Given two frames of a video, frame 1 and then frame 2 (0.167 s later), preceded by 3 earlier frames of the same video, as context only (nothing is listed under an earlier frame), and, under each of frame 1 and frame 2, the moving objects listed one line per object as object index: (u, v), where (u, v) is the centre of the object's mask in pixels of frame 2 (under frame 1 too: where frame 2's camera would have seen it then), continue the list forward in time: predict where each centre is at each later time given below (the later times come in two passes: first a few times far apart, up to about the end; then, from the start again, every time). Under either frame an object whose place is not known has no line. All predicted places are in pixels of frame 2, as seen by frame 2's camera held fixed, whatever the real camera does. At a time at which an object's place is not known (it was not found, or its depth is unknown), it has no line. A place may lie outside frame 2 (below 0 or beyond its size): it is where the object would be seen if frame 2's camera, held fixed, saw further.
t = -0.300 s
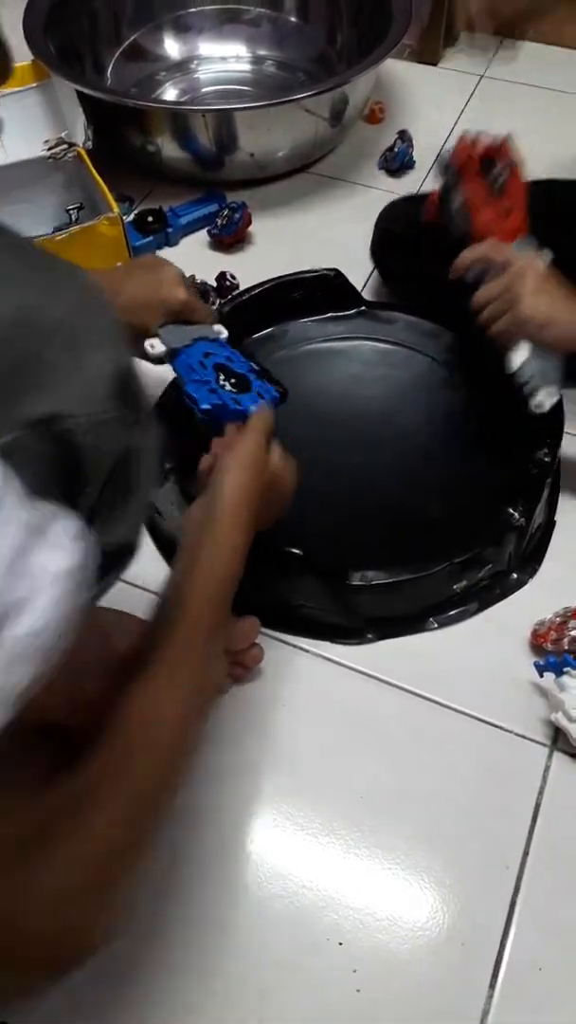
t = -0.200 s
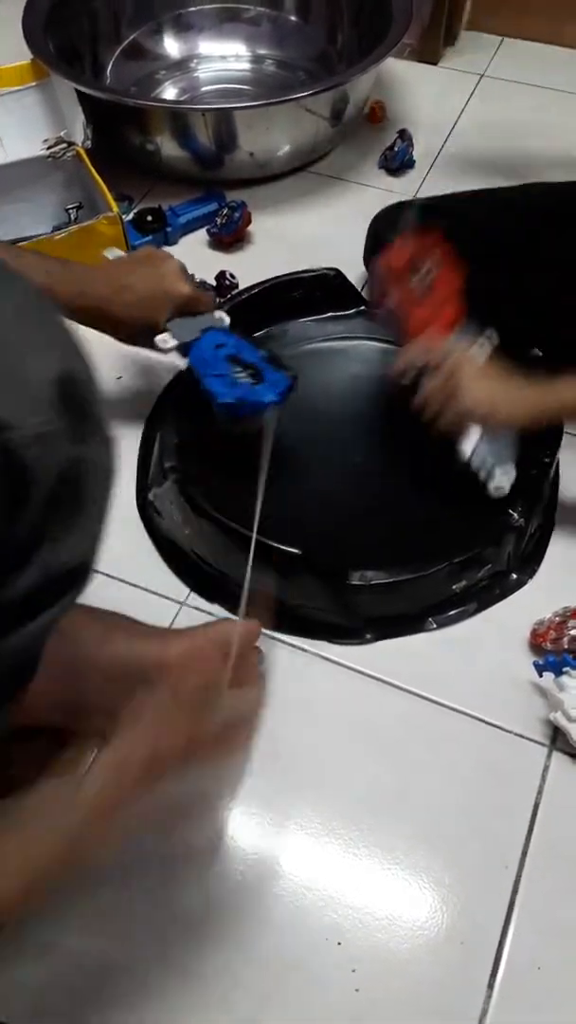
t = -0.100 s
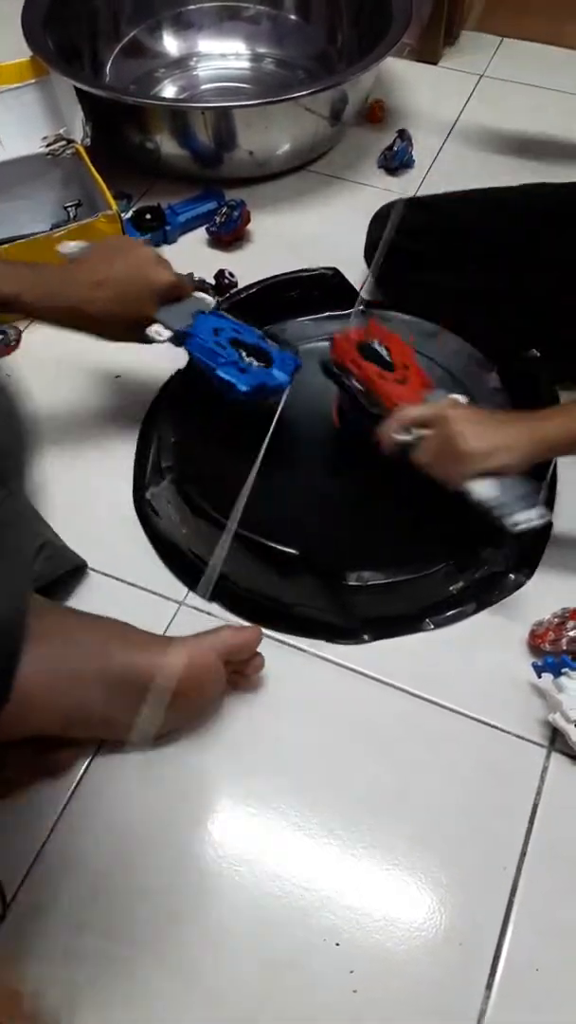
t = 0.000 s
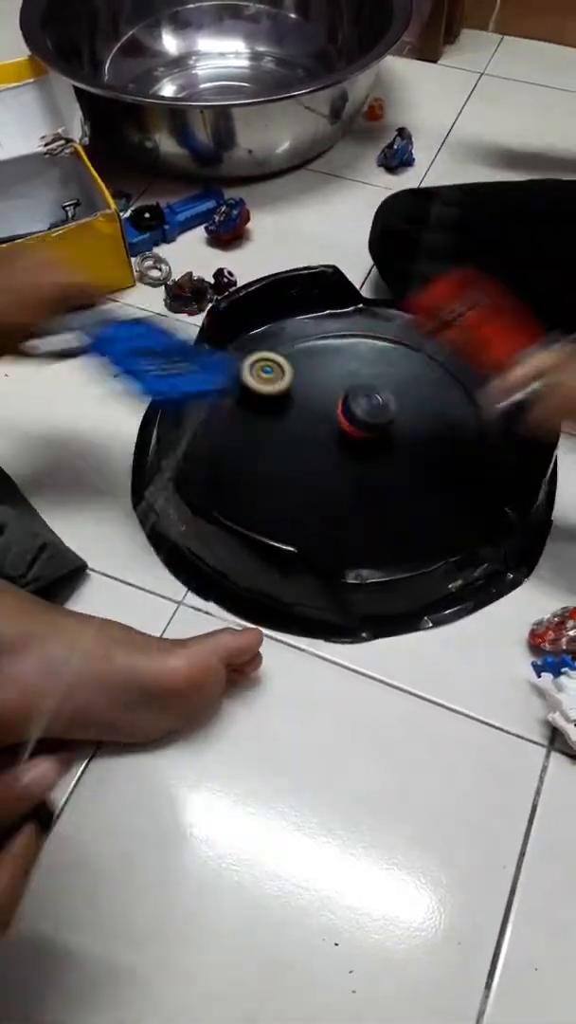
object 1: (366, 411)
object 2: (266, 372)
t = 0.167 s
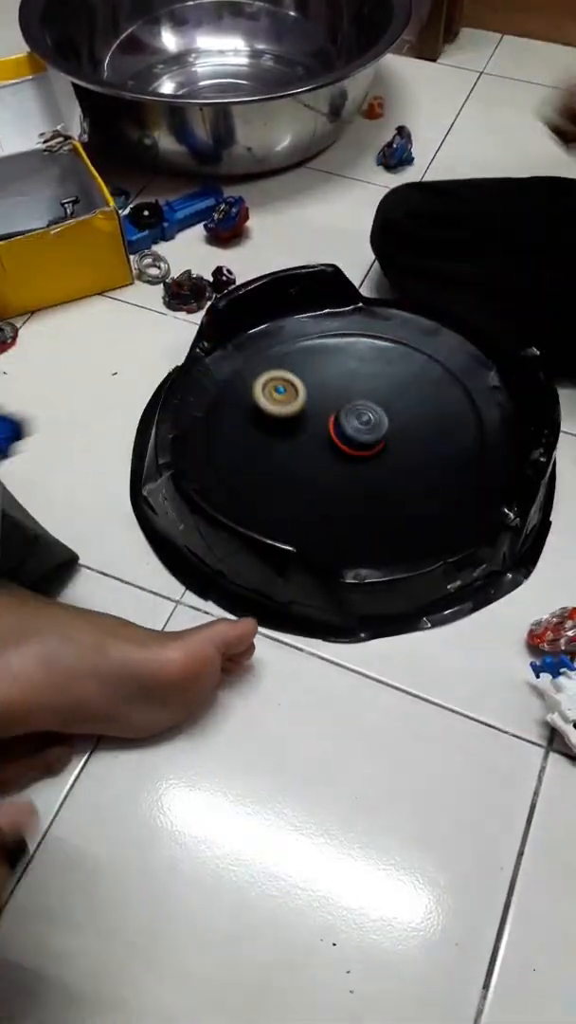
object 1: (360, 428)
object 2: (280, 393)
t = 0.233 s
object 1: (354, 426)
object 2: (288, 407)
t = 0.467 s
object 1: (387, 399)
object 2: (319, 430)
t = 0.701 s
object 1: (388, 358)
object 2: (348, 416)
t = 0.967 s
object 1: (389, 342)
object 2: (320, 409)
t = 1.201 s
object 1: (386, 353)
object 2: (340, 440)
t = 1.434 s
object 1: (372, 368)
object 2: (390, 431)
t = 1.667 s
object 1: (331, 370)
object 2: (429, 452)
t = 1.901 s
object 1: (325, 425)
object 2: (395, 409)
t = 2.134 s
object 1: (246, 489)
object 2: (326, 407)
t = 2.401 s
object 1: (300, 523)
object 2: (360, 470)
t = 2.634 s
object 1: (334, 502)
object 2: (415, 388)
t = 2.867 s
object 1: (330, 477)
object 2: (270, 360)
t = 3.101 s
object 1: (319, 456)
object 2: (233, 460)
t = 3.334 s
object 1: (306, 436)
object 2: (382, 505)
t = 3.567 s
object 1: (307, 421)
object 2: (475, 396)
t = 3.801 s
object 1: (316, 410)
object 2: (342, 327)
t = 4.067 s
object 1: (331, 405)
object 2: (217, 405)
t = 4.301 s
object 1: (344, 412)
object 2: (297, 505)
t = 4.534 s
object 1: (358, 423)
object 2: (453, 460)
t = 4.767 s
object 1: (366, 435)
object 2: (421, 352)
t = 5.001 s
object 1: (362, 446)
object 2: (278, 345)
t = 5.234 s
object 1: (348, 452)
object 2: (228, 437)
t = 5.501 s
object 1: (331, 451)
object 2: (366, 496)
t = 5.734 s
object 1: (317, 444)
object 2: (443, 405)
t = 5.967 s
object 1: (311, 437)
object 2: (332, 349)
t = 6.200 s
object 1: (314, 427)
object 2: (239, 406)
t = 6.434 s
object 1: (324, 420)
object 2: (302, 491)
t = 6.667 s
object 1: (338, 416)
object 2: (430, 448)
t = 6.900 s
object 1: (353, 416)
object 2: (375, 361)
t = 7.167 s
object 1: (359, 427)
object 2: (251, 395)
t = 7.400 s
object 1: (359, 437)
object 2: (294, 483)
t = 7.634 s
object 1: (347, 445)
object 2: (409, 456)
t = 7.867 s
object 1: (332, 452)
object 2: (376, 379)
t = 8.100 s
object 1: (324, 450)
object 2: (281, 394)
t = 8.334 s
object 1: (358, 462)
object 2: (239, 442)
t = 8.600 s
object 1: (371, 448)
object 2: (299, 472)
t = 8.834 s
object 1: (399, 428)
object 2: (334, 438)
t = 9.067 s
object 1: (393, 423)
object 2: (327, 403)
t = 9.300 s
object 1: (382, 422)
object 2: (312, 390)
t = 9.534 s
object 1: (381, 432)
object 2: (305, 401)
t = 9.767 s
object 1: (381, 442)
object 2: (297, 419)
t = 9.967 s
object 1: (407, 453)
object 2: (286, 418)
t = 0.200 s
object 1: (356, 428)
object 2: (283, 400)
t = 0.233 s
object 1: (354, 426)
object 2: (288, 407)
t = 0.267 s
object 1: (353, 422)
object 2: (294, 413)
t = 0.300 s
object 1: (357, 419)
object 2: (297, 418)
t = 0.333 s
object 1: (367, 414)
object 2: (296, 422)
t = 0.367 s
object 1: (376, 410)
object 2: (298, 425)
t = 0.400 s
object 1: (382, 407)
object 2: (303, 428)
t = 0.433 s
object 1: (385, 403)
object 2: (310, 430)
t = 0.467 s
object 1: (387, 399)
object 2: (319, 430)
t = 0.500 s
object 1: (387, 394)
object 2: (329, 429)
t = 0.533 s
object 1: (385, 390)
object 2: (339, 426)
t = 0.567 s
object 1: (383, 386)
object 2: (348, 421)
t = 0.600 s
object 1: (382, 380)
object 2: (354, 417)
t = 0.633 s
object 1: (384, 372)
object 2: (353, 418)
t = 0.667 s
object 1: (387, 362)
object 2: (350, 417)
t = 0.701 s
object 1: (388, 358)
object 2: (348, 416)
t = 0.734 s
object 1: (389, 354)
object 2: (345, 414)
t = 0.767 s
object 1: (389, 350)
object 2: (342, 411)
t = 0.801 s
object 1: (389, 347)
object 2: (339, 409)
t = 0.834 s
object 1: (389, 345)
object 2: (336, 407)
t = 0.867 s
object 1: (389, 343)
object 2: (332, 406)
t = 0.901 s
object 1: (389, 342)
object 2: (328, 406)
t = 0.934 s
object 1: (389, 342)
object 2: (324, 407)
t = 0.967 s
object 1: (389, 342)
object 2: (320, 409)
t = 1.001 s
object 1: (389, 342)
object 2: (318, 412)
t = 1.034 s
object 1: (389, 343)
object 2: (317, 417)
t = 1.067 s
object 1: (388, 345)
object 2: (319, 422)
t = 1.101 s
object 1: (387, 347)
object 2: (322, 428)
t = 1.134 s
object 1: (387, 348)
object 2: (326, 432)
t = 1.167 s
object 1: (387, 350)
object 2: (332, 437)
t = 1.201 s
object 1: (386, 353)
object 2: (340, 440)
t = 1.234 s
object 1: (385, 357)
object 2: (348, 441)
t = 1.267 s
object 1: (384, 361)
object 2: (358, 441)
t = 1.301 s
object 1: (383, 366)
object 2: (367, 438)
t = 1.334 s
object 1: (380, 372)
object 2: (375, 433)
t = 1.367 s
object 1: (378, 378)
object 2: (382, 427)
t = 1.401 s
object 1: (375, 380)
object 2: (387, 422)
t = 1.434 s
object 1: (372, 368)
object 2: (390, 431)
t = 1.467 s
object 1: (368, 355)
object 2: (393, 441)
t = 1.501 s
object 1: (362, 346)
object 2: (397, 449)
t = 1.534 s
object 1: (357, 346)
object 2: (402, 454)
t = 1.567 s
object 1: (350, 349)
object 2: (408, 457)
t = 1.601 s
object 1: (342, 356)
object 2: (415, 458)
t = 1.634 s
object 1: (337, 361)
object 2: (423, 456)
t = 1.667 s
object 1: (331, 370)
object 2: (429, 452)
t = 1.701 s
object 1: (327, 378)
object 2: (435, 447)
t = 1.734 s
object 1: (324, 387)
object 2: (439, 441)
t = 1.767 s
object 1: (323, 395)
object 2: (439, 434)
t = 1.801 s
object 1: (323, 402)
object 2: (435, 427)
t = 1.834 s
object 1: (323, 410)
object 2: (426, 420)
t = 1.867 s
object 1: (325, 417)
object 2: (412, 413)
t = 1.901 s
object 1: (325, 425)
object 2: (395, 409)
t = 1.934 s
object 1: (321, 434)
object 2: (377, 406)
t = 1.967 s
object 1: (303, 444)
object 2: (373, 401)
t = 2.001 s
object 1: (283, 455)
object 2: (368, 397)
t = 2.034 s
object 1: (268, 465)
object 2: (359, 396)
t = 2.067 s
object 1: (257, 473)
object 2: (349, 397)
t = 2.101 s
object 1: (250, 481)
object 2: (337, 401)
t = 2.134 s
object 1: (246, 489)
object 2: (326, 407)
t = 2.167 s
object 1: (249, 494)
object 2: (317, 416)
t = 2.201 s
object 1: (254, 500)
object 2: (310, 426)
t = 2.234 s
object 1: (263, 505)
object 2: (307, 437)
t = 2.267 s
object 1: (272, 509)
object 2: (307, 450)
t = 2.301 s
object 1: (282, 512)
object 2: (312, 463)
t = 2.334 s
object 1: (290, 516)
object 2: (323, 471)
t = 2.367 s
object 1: (294, 520)
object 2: (341, 472)
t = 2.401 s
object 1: (300, 523)
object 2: (360, 470)
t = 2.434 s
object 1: (306, 524)
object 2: (379, 465)
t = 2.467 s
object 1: (313, 523)
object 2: (395, 457)
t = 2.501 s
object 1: (320, 519)
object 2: (409, 447)
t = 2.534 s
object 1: (326, 515)
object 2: (418, 433)
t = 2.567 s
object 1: (330, 510)
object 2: (423, 419)
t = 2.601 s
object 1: (332, 506)
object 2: (422, 404)
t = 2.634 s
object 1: (334, 502)
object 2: (415, 388)
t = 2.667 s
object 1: (335, 499)
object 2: (404, 375)
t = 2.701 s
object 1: (335, 495)
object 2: (387, 364)
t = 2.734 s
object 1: (334, 492)
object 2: (365, 357)
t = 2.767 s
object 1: (333, 488)
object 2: (342, 352)
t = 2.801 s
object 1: (332, 484)
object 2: (315, 352)
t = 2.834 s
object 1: (331, 480)
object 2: (292, 354)
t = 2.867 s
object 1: (330, 477)
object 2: (270, 360)
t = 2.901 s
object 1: (329, 473)
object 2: (251, 368)
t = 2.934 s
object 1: (328, 470)
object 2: (237, 380)
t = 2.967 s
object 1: (327, 467)
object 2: (227, 394)
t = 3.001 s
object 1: (326, 464)
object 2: (223, 410)
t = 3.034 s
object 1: (324, 461)
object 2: (222, 427)
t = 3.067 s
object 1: (322, 459)
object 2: (226, 444)
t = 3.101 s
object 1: (319, 456)
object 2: (233, 460)
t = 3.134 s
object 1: (317, 453)
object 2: (246, 476)
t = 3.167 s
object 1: (315, 451)
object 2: (262, 490)
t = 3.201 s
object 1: (312, 449)
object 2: (282, 500)
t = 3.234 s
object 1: (310, 446)
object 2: (305, 508)
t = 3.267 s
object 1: (308, 442)
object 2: (330, 511)
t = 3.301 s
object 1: (307, 439)
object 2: (356, 510)
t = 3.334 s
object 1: (306, 436)
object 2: (382, 505)
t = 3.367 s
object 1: (305, 434)
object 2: (406, 498)
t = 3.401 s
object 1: (305, 431)
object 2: (429, 486)
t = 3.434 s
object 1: (304, 429)
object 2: (448, 471)
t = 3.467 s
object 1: (305, 426)
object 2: (464, 453)
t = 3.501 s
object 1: (306, 424)
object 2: (474, 435)
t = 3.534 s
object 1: (306, 422)
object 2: (478, 416)
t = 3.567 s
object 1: (307, 421)
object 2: (475, 396)
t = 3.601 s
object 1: (307, 419)
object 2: (465, 378)
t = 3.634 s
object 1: (308, 417)
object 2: (452, 363)
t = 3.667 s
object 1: (310, 415)
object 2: (434, 349)
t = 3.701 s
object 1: (311, 414)
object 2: (414, 339)
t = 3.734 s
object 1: (312, 412)
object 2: (392, 331)
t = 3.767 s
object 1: (314, 411)
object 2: (369, 327)
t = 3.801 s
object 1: (316, 410)
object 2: (342, 327)
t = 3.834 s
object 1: (318, 409)
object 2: (319, 328)
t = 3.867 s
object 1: (321, 407)
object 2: (297, 332)
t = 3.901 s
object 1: (323, 407)
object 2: (277, 338)
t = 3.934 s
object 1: (324, 406)
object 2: (259, 346)
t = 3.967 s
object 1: (326, 405)
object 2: (241, 359)
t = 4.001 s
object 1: (328, 405)
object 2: (228, 373)
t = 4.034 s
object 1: (330, 405)
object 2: (220, 388)
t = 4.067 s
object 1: (331, 405)
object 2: (217, 405)
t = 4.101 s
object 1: (333, 406)
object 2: (217, 422)
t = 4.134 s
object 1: (335, 407)
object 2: (221, 439)
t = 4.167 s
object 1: (337, 407)
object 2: (228, 456)
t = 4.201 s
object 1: (339, 408)
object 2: (238, 471)
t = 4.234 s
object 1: (341, 409)
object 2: (254, 484)
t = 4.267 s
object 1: (342, 410)
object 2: (274, 496)
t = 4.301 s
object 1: (344, 412)
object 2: (297, 505)
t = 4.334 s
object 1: (345, 413)
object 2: (321, 509)
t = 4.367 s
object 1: (347, 414)
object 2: (346, 509)
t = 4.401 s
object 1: (350, 416)
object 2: (372, 505)
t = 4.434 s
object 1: (352, 417)
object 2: (396, 498)
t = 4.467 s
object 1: (354, 419)
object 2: (419, 488)
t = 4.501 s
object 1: (356, 421)
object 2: (438, 475)
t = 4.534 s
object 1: (358, 423)
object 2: (453, 460)
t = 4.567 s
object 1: (360, 425)
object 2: (464, 443)
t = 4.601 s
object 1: (361, 426)
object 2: (470, 425)
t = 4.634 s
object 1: (363, 428)
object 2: (469, 408)
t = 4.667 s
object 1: (364, 430)
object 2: (463, 391)
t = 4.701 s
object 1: (365, 431)
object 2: (452, 376)
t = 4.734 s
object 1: (366, 433)
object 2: (439, 363)
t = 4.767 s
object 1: (366, 435)
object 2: (421, 352)
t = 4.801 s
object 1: (366, 436)
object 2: (403, 344)
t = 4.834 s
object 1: (366, 438)
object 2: (381, 339)
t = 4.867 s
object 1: (366, 440)
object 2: (360, 335)
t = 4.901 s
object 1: (365, 441)
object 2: (338, 335)
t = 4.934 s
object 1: (364, 443)
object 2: (317, 336)
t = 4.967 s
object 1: (363, 444)
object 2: (297, 339)
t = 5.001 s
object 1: (362, 446)
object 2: (278, 345)
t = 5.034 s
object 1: (360, 447)
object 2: (261, 353)
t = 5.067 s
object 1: (358, 448)
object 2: (246, 365)
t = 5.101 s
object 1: (356, 449)
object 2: (235, 377)
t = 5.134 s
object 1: (354, 450)
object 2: (228, 390)
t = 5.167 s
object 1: (352, 451)
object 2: (224, 406)
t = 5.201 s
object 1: (350, 452)
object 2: (224, 421)
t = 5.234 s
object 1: (348, 452)
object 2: (228, 437)
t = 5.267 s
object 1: (346, 452)
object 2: (235, 454)
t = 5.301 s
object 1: (344, 453)
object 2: (245, 468)
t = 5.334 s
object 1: (342, 453)
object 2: (259, 481)
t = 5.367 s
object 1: (339, 453)
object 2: (277, 492)
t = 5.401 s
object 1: (337, 453)
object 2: (298, 499)
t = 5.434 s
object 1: (335, 452)
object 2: (320, 501)
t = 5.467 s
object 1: (334, 452)
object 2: (343, 501)
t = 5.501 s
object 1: (331, 451)
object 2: (366, 496)
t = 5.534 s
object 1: (329, 450)
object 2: (388, 489)
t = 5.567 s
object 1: (327, 449)
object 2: (409, 480)
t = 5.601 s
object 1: (325, 448)
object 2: (425, 467)
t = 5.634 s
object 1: (322, 447)
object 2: (437, 453)
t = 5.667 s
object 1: (320, 446)
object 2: (445, 437)
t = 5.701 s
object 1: (318, 445)
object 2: (446, 420)
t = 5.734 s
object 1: (317, 444)
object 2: (443, 405)
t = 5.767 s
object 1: (315, 443)
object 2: (435, 391)
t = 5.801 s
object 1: (314, 442)
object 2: (423, 376)
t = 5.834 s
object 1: (313, 441)
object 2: (408, 366)
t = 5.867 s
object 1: (313, 440)
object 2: (391, 358)
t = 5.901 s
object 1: (312, 439)
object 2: (372, 353)
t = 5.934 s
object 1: (311, 438)
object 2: (351, 350)
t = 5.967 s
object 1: (311, 437)
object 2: (332, 349)
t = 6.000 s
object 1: (310, 435)
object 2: (312, 350)
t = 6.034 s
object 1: (310, 434)
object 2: (294, 354)
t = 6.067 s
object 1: (311, 433)
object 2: (278, 360)
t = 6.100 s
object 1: (311, 432)
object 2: (263, 369)
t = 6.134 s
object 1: (312, 430)
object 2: (251, 380)
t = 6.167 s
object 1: (313, 428)
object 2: (243, 393)
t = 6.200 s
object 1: (314, 427)
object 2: (239, 406)
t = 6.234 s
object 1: (315, 425)
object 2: (238, 420)
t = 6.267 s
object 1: (316, 424)
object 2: (241, 434)
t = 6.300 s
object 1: (317, 423)
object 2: (246, 449)
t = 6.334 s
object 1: (319, 422)
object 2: (255, 463)
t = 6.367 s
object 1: (320, 421)
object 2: (267, 475)
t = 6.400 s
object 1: (322, 420)
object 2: (283, 484)
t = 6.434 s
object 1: (324, 420)
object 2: (302, 491)
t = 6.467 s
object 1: (326, 419)
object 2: (323, 494)
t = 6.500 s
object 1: (327, 418)
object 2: (345, 493)
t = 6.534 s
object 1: (329, 418)
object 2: (366, 490)
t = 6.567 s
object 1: (332, 417)
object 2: (387, 483)
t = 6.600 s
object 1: (334, 417)
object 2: (406, 473)
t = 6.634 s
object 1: (336, 416)
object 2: (420, 461)
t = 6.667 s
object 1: (338, 416)
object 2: (430, 448)
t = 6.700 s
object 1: (341, 416)
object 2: (435, 433)
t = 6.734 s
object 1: (343, 416)
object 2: (436, 418)
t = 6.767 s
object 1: (346, 416)
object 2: (431, 403)
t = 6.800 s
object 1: (348, 416)
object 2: (421, 389)
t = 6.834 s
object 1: (350, 416)
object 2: (409, 378)
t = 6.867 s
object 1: (352, 416)
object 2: (394, 368)
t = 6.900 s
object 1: (353, 416)
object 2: (375, 361)
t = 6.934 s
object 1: (354, 417)
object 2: (355, 356)
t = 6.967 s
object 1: (355, 419)
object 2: (336, 354)
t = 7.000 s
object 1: (356, 420)
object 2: (315, 355)
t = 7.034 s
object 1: (357, 421)
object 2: (298, 358)
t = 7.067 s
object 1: (358, 422)
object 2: (282, 364)
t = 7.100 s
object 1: (359, 423)
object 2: (269, 372)
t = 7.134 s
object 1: (359, 425)
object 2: (258, 383)
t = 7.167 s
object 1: (359, 427)
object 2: (251, 395)
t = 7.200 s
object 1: (359, 428)
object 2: (246, 408)
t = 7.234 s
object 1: (360, 429)
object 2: (246, 422)
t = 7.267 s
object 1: (360, 431)
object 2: (249, 436)
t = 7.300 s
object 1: (360, 432)
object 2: (256, 450)
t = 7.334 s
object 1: (361, 434)
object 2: (265, 463)
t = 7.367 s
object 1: (360, 435)
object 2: (278, 474)
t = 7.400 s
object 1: (359, 437)
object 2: (294, 483)
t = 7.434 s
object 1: (359, 438)
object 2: (312, 487)
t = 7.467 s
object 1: (358, 440)
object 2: (331, 489)
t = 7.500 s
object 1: (356, 440)
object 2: (350, 488)
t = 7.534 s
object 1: (354, 441)
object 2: (369, 484)
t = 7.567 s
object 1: (351, 442)
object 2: (386, 476)
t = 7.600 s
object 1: (349, 443)
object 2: (399, 467)
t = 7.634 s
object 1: (347, 445)
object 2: (409, 456)
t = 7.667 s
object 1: (344, 446)
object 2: (415, 443)
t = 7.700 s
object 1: (341, 448)
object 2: (419, 430)
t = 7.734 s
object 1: (339, 449)
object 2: (417, 417)
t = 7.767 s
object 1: (337, 451)
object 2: (412, 406)
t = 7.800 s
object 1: (335, 451)
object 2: (402, 395)
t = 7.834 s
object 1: (334, 452)
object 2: (390, 386)
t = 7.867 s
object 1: (332, 452)
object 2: (376, 379)
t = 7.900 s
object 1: (330, 452)
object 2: (359, 375)
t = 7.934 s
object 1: (329, 452)
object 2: (343, 372)
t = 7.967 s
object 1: (328, 452)
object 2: (327, 372)
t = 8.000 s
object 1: (327, 452)
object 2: (312, 374)
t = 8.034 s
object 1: (325, 451)
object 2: (300, 378)
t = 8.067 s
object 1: (324, 451)
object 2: (290, 384)
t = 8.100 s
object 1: (324, 450)
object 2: (281, 394)
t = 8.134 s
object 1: (323, 449)
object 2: (274, 404)
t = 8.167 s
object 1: (323, 448)
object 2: (270, 415)
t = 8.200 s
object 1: (327, 451)
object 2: (265, 423)
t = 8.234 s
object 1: (339, 457)
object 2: (253, 426)
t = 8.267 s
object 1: (350, 461)
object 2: (246, 430)
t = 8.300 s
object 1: (355, 463)
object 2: (241, 436)
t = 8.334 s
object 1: (358, 462)
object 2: (239, 442)
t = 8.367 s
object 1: (360, 461)
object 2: (238, 448)
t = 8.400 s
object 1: (361, 459)
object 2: (240, 454)
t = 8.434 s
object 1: (363, 457)
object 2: (244, 460)
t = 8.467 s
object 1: (365, 455)
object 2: (251, 465)
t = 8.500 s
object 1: (367, 453)
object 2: (261, 469)
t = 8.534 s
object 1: (368, 452)
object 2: (273, 472)
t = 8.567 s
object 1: (369, 450)
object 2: (285, 474)
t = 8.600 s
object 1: (371, 448)
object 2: (299, 472)
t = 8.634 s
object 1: (372, 447)
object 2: (311, 469)
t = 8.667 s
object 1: (374, 445)
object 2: (323, 464)
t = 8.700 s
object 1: (382, 441)
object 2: (327, 459)
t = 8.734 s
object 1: (390, 437)
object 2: (328, 454)
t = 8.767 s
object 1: (395, 432)
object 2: (331, 448)
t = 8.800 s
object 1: (398, 430)
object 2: (332, 443)
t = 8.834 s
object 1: (399, 428)
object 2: (334, 438)
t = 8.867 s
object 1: (399, 427)
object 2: (335, 432)
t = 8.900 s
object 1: (398, 425)
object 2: (335, 427)
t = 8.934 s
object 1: (398, 425)
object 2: (335, 421)
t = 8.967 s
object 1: (396, 424)
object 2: (334, 416)
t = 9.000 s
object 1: (395, 424)
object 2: (332, 412)
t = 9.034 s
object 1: (394, 423)
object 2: (329, 407)
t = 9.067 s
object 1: (393, 423)
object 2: (327, 403)
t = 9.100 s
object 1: (391, 422)
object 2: (325, 399)
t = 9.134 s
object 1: (389, 422)
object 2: (322, 396)
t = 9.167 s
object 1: (388, 421)
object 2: (321, 393)
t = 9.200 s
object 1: (387, 421)
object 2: (319, 391)
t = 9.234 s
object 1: (386, 422)
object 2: (317, 390)
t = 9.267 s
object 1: (384, 422)
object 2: (314, 390)
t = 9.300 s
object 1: (382, 422)
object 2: (312, 390)
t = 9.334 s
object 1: (380, 422)
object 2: (311, 391)
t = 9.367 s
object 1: (378, 423)
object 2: (309, 393)
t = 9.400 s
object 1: (375, 423)
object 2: (309, 396)
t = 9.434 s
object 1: (373, 423)
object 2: (310, 399)
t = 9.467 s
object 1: (370, 424)
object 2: (313, 402)
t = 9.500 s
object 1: (372, 426)
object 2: (311, 403)
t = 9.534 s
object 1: (381, 432)
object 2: (305, 401)
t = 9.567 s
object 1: (387, 437)
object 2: (300, 401)
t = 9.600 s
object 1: (389, 439)
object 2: (296, 403)
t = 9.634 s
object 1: (388, 440)
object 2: (294, 405)
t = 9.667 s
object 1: (387, 442)
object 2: (293, 408)
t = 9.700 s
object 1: (385, 442)
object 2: (293, 411)
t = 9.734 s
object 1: (383, 442)
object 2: (294, 415)
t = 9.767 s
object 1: (381, 442)
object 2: (297, 419)
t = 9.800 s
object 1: (378, 443)
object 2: (302, 422)
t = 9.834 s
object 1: (375, 444)
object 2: (306, 426)
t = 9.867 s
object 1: (372, 444)
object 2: (312, 429)
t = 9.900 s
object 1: (380, 447)
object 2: (307, 425)
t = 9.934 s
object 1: (395, 451)
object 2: (296, 421)
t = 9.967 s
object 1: (407, 453)
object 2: (286, 418)
